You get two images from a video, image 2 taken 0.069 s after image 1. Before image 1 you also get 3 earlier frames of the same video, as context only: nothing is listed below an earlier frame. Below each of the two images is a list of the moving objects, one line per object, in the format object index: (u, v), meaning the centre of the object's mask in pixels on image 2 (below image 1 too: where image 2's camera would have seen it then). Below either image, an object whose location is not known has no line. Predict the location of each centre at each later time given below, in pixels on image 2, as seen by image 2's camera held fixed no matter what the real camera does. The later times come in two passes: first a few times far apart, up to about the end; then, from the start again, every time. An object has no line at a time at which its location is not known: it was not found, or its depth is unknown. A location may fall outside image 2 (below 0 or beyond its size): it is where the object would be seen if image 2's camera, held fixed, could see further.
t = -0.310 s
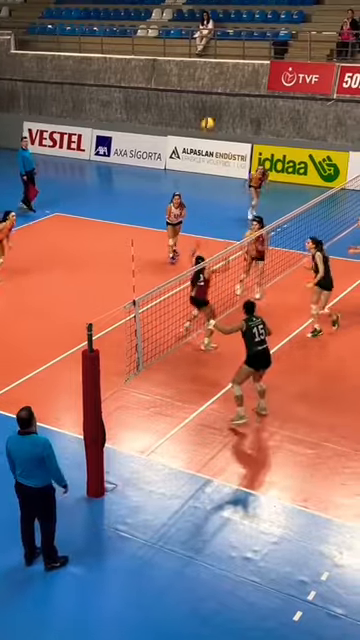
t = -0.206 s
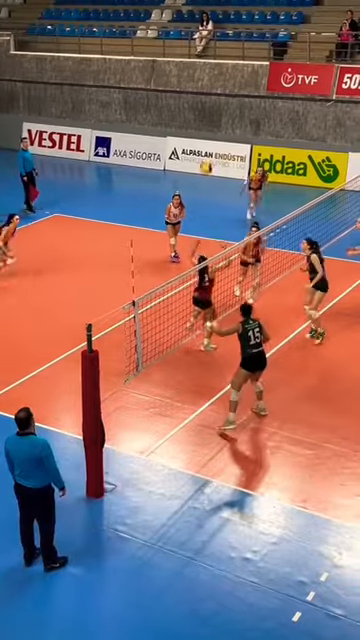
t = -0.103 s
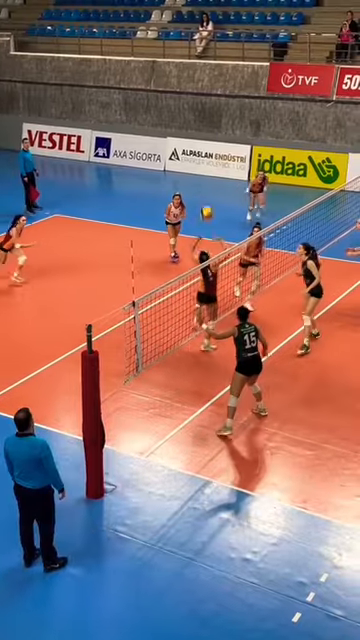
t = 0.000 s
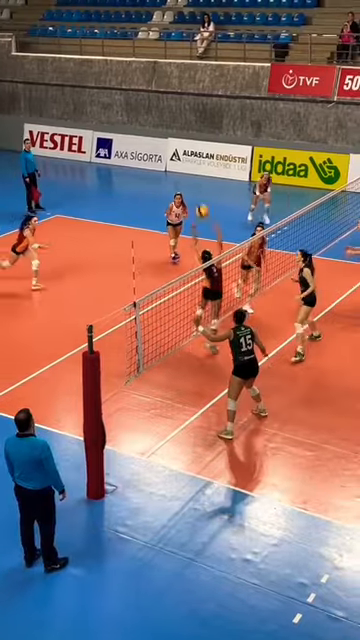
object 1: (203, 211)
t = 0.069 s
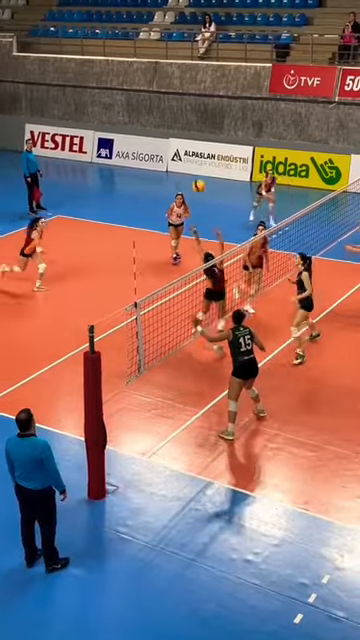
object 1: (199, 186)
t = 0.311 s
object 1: (180, 114)
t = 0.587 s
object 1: (159, 72)
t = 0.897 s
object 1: (138, 89)
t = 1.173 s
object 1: (119, 165)
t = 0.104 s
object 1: (197, 174)
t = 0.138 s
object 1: (194, 163)
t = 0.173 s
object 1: (190, 152)
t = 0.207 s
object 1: (189, 141)
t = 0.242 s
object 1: (186, 131)
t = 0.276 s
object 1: (183, 122)
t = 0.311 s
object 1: (180, 114)
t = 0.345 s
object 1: (177, 107)
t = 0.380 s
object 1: (175, 99)
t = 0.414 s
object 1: (171, 90)
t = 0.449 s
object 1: (170, 86)
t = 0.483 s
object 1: (167, 81)
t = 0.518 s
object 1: (164, 77)
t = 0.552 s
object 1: (162, 74)
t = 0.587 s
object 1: (159, 72)
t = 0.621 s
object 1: (157, 71)
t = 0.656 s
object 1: (154, 70)
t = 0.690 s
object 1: (152, 71)
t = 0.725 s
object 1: (149, 72)
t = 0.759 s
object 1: (147, 73)
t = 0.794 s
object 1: (144, 76)
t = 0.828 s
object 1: (142, 80)
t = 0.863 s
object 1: (140, 84)
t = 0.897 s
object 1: (138, 89)
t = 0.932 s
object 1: (134, 98)
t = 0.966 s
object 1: (131, 106)
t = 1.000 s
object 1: (130, 113)
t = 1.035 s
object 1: (128, 122)
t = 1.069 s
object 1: (125, 132)
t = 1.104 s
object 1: (123, 143)
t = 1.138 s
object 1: (121, 153)
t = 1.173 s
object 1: (119, 165)
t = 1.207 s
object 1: (117, 177)
